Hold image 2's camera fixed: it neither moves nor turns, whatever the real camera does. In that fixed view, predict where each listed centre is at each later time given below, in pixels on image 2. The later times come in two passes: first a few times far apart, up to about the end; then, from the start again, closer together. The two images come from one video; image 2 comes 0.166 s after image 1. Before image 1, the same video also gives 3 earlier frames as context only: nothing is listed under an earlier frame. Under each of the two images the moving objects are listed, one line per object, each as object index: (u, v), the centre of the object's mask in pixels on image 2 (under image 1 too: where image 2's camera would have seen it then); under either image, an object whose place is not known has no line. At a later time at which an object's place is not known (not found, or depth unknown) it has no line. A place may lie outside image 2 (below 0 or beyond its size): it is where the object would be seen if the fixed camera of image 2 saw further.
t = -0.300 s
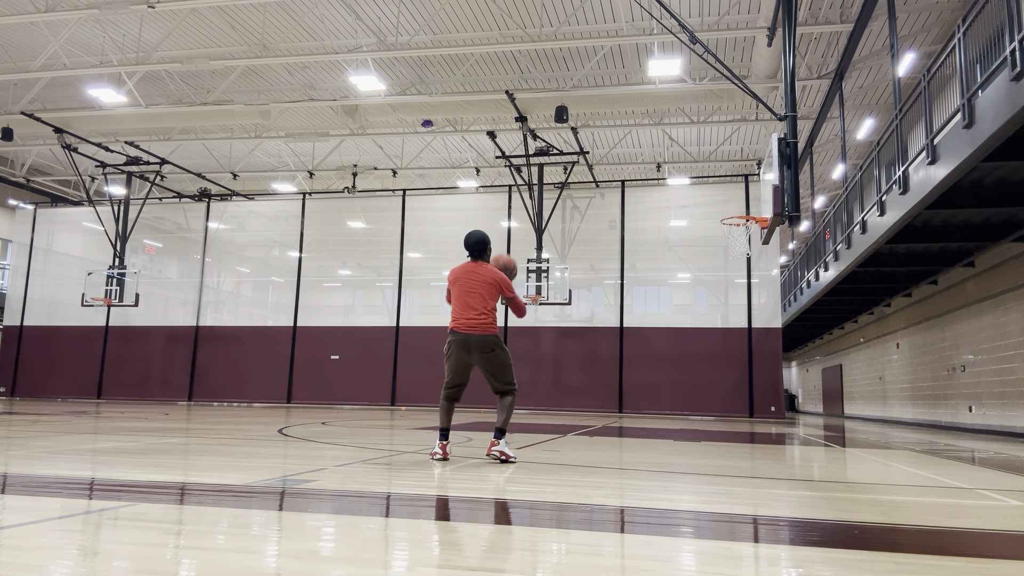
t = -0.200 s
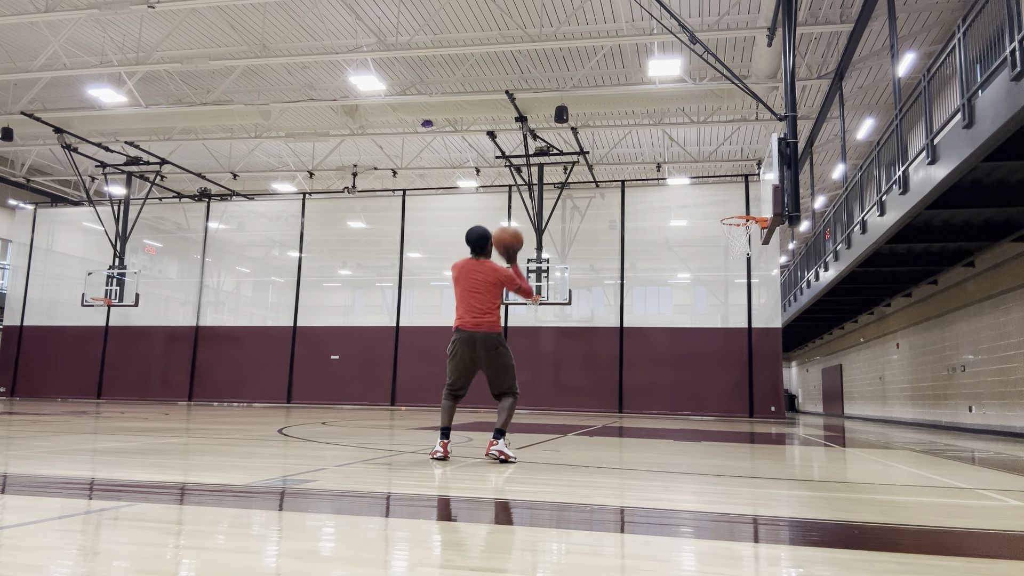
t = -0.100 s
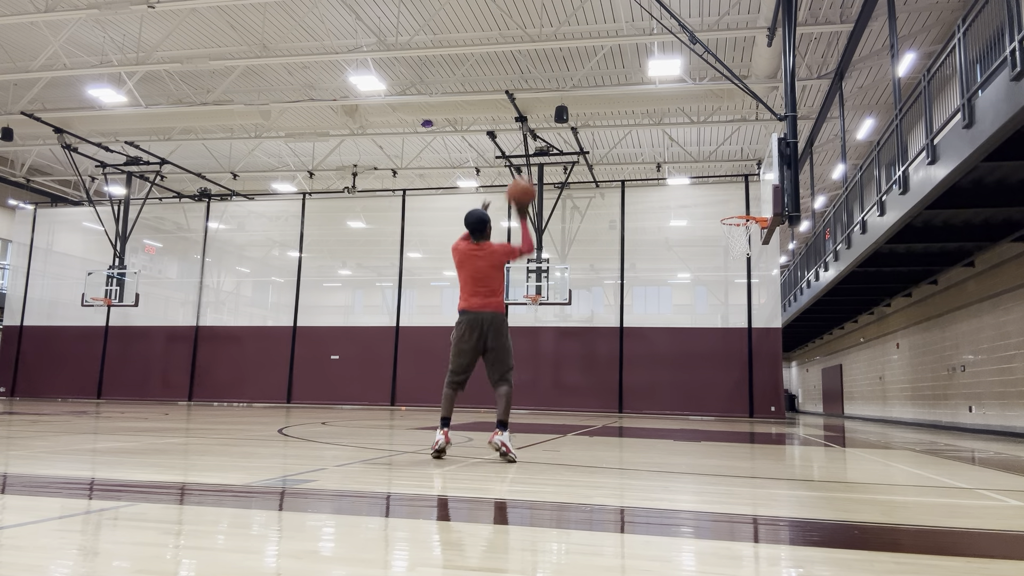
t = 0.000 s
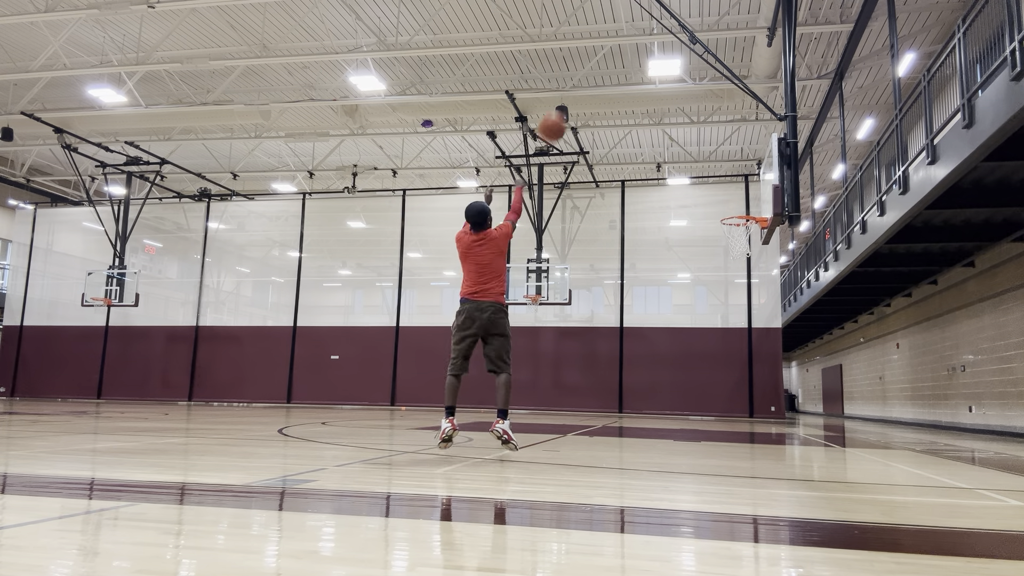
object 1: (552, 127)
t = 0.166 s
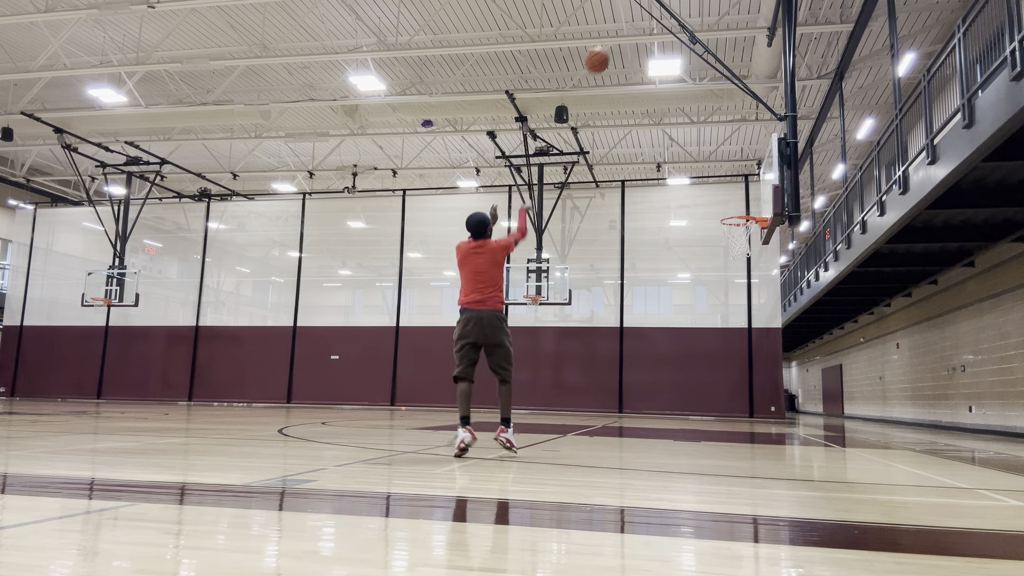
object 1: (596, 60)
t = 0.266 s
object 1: (618, 39)
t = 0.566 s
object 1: (670, 37)
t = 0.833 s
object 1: (704, 88)
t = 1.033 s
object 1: (726, 152)
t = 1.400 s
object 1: (727, 242)
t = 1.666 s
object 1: (723, 265)
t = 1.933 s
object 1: (719, 338)
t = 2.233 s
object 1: (718, 388)
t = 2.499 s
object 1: (721, 326)
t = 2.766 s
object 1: (726, 316)
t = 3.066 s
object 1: (731, 366)
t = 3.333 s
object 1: (735, 403)
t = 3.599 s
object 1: (735, 359)
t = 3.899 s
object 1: (737, 375)
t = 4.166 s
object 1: (740, 418)
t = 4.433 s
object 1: (741, 384)
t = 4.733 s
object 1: (744, 410)
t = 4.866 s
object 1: (745, 421)
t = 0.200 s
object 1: (604, 52)
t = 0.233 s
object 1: (611, 45)
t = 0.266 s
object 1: (618, 39)
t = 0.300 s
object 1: (625, 35)
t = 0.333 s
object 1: (631, 32)
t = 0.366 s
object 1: (638, 30)
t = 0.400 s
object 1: (643, 29)
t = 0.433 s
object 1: (649, 29)
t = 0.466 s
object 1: (655, 29)
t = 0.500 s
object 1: (660, 31)
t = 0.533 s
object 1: (665, 33)
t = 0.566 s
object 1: (670, 37)
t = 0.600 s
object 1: (675, 40)
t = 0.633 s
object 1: (679, 45)
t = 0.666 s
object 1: (684, 50)
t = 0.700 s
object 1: (689, 57)
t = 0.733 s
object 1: (692, 64)
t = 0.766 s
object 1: (696, 72)
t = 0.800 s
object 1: (700, 79)
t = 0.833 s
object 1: (704, 88)
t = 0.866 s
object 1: (708, 98)
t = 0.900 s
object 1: (711, 107)
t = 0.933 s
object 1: (715, 118)
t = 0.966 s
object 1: (719, 128)
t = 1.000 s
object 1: (722, 140)
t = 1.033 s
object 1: (726, 152)
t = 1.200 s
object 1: (741, 217)
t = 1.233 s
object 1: (739, 226)
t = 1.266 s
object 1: (735, 235)
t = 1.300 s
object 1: (731, 241)
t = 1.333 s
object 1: (729, 242)
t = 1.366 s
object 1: (728, 241)
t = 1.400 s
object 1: (727, 242)
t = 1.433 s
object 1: (727, 243)
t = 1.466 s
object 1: (726, 243)
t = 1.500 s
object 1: (726, 244)
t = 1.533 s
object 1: (725, 247)
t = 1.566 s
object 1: (725, 251)
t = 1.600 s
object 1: (724, 255)
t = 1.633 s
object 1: (724, 259)
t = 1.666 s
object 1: (723, 265)
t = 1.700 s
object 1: (723, 271)
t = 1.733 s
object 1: (722, 279)
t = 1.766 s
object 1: (721, 287)
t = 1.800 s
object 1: (721, 295)
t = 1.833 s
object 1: (720, 305)
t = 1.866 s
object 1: (720, 316)
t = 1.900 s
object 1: (720, 328)
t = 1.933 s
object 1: (719, 338)
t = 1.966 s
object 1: (718, 351)
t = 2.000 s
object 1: (718, 365)
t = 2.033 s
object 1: (718, 380)
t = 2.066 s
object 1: (718, 396)
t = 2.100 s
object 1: (717, 413)
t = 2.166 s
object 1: (718, 414)
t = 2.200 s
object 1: (718, 401)
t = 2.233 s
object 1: (718, 388)
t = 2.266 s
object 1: (718, 377)
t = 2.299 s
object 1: (719, 367)
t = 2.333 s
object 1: (719, 358)
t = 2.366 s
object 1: (719, 350)
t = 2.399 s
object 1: (720, 342)
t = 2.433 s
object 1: (720, 336)
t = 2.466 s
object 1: (721, 331)
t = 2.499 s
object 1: (721, 326)
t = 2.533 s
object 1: (722, 322)
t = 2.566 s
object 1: (723, 319)
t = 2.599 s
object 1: (723, 316)
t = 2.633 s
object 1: (724, 315)
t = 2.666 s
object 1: (724, 314)
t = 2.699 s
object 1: (725, 314)
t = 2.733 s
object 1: (725, 315)
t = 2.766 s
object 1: (726, 316)
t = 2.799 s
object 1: (726, 318)
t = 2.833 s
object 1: (727, 321)
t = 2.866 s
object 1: (727, 325)
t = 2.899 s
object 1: (727, 330)
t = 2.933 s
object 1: (728, 335)
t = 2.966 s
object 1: (729, 342)
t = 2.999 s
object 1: (730, 349)
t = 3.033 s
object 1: (730, 357)
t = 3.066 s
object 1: (731, 366)
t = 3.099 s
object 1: (731, 376)
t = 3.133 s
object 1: (732, 387)
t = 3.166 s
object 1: (733, 399)
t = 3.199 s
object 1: (734, 412)
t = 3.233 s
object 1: (735, 425)
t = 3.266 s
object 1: (735, 423)
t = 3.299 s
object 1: (735, 413)
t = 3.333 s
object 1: (735, 403)
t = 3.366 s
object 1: (735, 394)
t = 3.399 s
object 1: (735, 387)
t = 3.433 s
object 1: (735, 380)
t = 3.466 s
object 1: (735, 374)
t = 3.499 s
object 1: (735, 369)
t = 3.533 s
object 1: (735, 365)
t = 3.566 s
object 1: (735, 362)
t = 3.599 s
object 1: (735, 359)
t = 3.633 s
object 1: (735, 358)
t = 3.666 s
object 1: (735, 357)
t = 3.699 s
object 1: (736, 357)
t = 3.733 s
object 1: (736, 358)
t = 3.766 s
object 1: (736, 360)
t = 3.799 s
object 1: (736, 362)
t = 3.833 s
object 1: (736, 366)
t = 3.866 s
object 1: (737, 369)
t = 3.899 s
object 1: (737, 375)
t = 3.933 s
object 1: (737, 381)
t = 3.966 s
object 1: (737, 387)
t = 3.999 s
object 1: (738, 395)
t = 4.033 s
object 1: (738, 404)
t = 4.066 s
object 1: (739, 413)
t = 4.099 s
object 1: (739, 423)
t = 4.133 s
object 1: (740, 427)
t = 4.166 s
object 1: (740, 418)
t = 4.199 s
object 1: (740, 411)
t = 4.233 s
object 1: (740, 404)
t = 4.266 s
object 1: (740, 399)
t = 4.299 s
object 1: (740, 394)
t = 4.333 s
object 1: (740, 390)
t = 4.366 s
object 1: (740, 387)
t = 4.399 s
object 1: (741, 385)
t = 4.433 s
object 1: (741, 384)
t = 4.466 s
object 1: (741, 383)
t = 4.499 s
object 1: (741, 383)
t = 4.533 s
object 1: (741, 385)
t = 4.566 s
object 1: (742, 387)
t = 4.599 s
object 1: (742, 390)
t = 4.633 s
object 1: (742, 393)
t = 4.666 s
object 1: (743, 398)
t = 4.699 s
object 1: (743, 403)
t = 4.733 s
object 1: (744, 410)
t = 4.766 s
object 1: (744, 417)
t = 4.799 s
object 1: (745, 426)
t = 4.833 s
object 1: (745, 428)
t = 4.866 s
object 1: (745, 421)
